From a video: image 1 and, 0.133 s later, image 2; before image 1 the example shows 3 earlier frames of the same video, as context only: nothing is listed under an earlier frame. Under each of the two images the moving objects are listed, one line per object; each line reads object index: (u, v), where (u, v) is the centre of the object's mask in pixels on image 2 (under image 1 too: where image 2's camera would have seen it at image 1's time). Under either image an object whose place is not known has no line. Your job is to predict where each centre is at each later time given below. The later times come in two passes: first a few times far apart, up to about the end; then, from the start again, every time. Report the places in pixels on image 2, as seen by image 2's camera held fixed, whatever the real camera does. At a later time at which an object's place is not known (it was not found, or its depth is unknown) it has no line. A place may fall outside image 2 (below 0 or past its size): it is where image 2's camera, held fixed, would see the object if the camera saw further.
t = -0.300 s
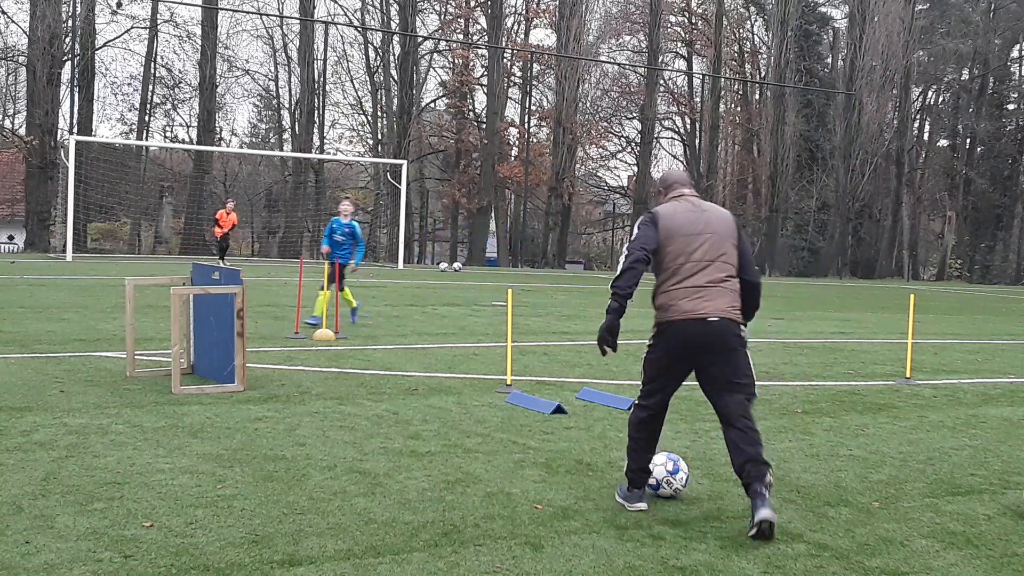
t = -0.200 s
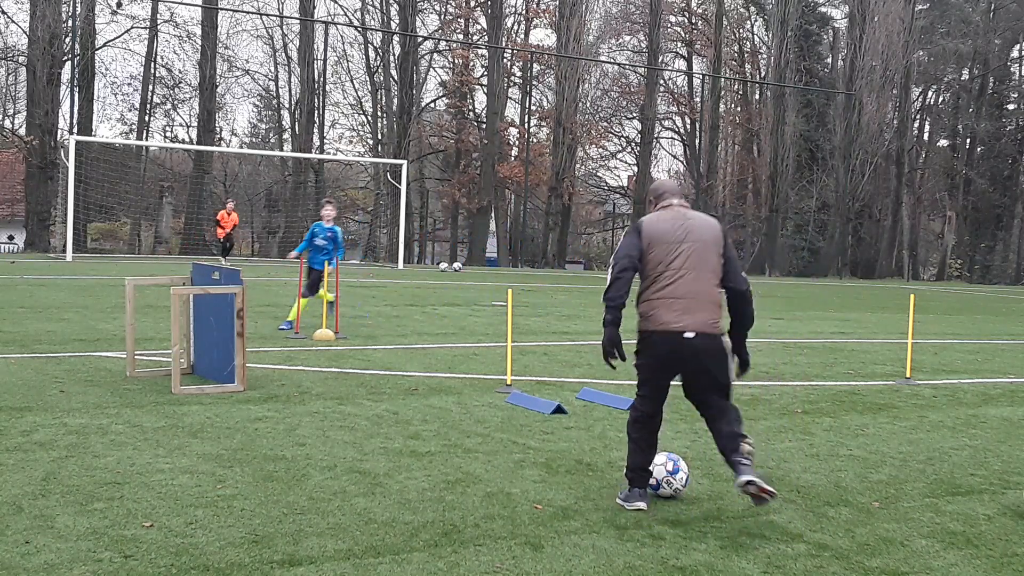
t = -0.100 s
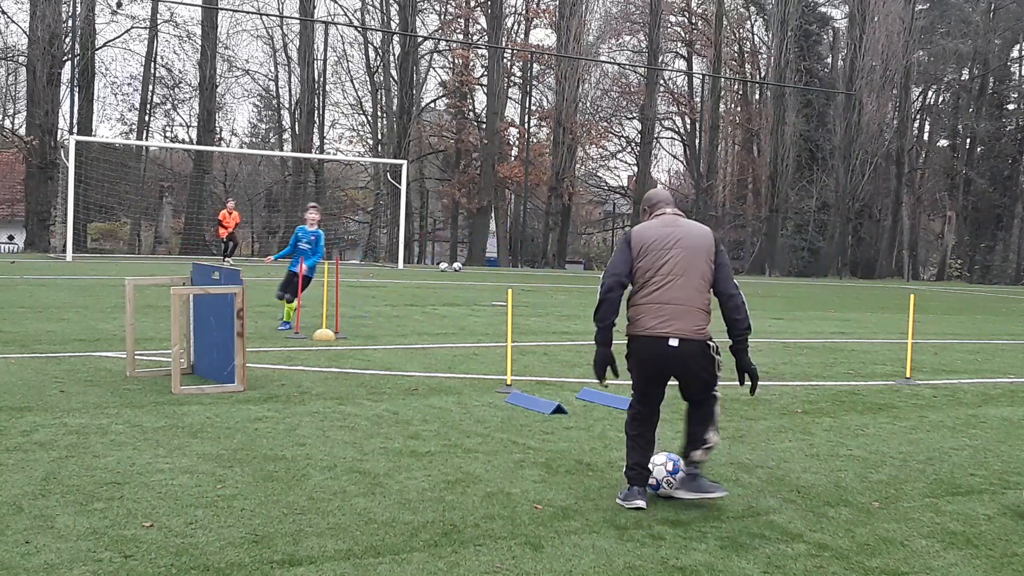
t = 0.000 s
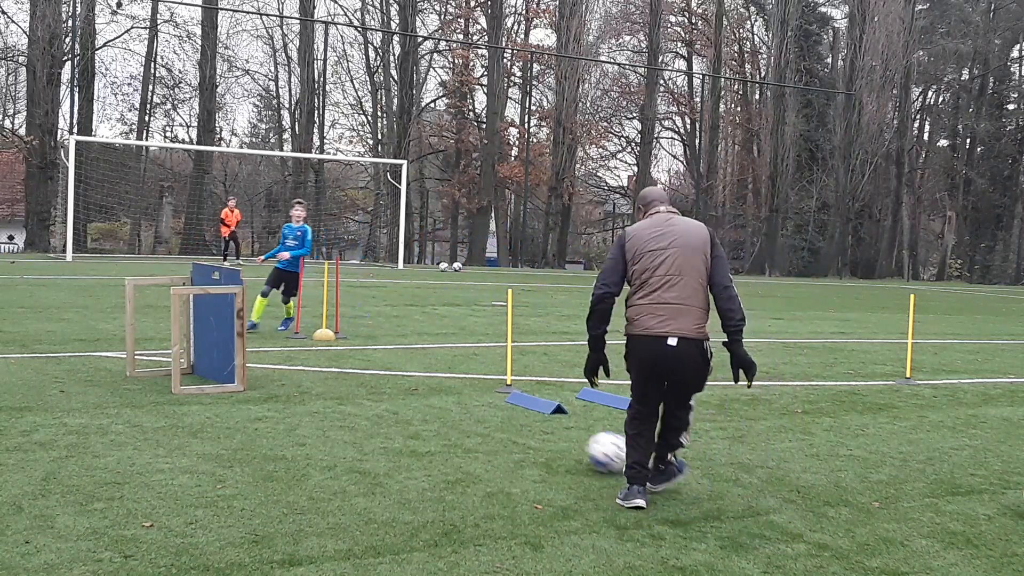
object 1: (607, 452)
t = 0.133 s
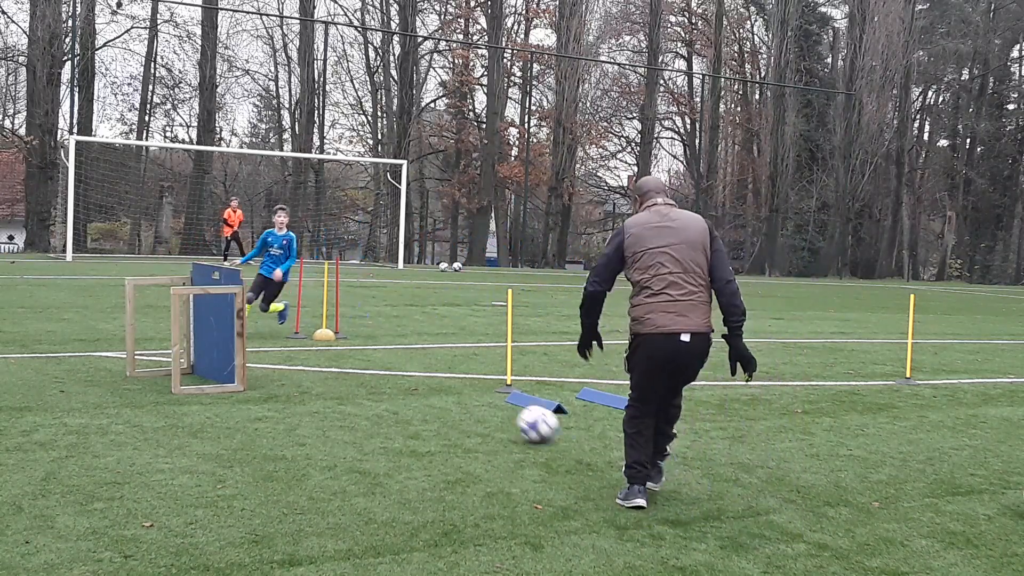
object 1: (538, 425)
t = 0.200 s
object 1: (510, 412)
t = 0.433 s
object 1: (435, 385)
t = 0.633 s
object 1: (393, 368)
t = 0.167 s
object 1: (523, 418)
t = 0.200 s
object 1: (510, 412)
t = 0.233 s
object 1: (496, 408)
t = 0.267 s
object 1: (484, 404)
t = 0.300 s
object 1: (473, 399)
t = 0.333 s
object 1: (462, 396)
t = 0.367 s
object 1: (452, 392)
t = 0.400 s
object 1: (443, 389)
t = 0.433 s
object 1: (435, 385)
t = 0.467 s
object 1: (426, 383)
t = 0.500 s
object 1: (419, 379)
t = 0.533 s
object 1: (412, 375)
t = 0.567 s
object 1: (405, 373)
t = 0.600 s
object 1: (398, 371)
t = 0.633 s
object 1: (393, 368)
